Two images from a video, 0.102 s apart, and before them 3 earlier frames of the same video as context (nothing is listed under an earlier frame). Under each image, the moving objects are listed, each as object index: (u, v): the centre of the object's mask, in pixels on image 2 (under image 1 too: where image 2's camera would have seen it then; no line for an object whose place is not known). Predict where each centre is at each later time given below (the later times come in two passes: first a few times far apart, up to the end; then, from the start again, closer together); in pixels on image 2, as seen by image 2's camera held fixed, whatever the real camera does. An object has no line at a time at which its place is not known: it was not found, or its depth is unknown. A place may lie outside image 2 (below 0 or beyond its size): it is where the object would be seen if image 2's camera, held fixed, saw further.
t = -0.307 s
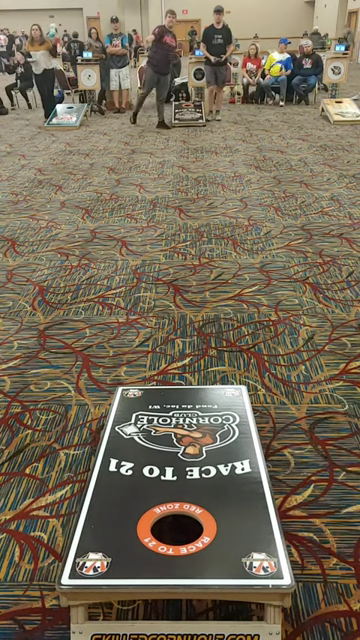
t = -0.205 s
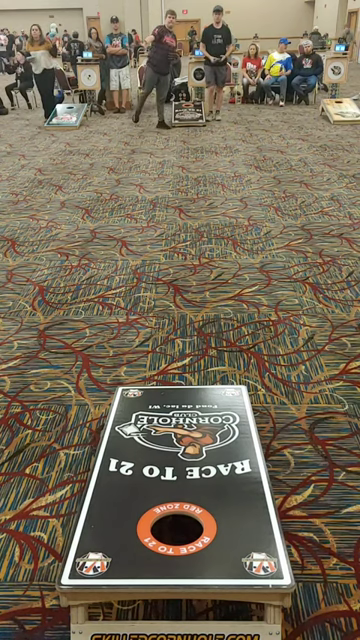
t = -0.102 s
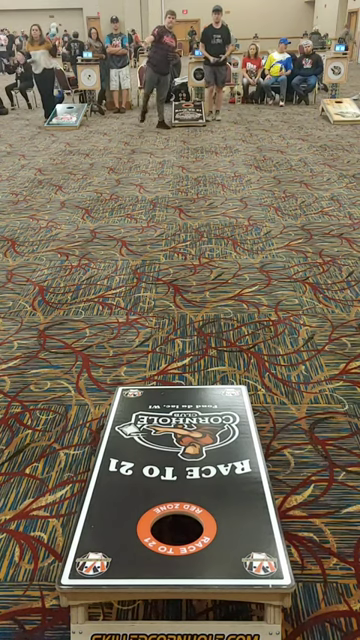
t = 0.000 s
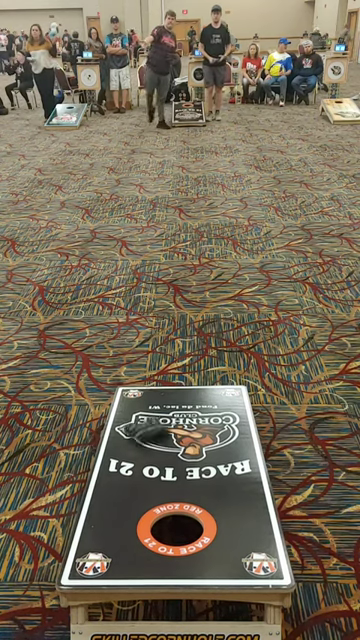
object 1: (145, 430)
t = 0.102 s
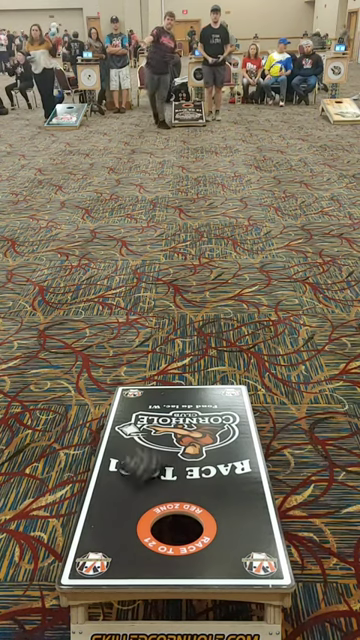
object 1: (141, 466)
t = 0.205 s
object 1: (140, 501)
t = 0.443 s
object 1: (148, 552)
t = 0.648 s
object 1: (150, 552)
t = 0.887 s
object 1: (150, 552)
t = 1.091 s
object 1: (150, 552)
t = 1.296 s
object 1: (150, 552)
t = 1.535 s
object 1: (150, 552)
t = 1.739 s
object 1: (150, 552)
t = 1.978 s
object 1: (150, 552)
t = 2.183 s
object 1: (150, 552)
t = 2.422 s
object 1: (150, 552)
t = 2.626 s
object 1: (150, 552)
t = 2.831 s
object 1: (150, 552)
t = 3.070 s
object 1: (150, 552)
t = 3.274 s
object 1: (150, 552)
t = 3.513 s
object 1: (150, 552)
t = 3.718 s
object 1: (150, 552)
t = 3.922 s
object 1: (150, 552)
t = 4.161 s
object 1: (150, 552)
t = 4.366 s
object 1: (150, 552)
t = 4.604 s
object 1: (150, 552)
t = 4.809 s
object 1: (150, 552)
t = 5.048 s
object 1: (150, 552)
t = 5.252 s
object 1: (150, 552)
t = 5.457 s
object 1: (150, 552)
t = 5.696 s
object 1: (149, 554)
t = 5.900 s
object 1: (149, 554)
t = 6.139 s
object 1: (149, 554)
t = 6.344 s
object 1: (149, 554)
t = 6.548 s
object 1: (149, 554)
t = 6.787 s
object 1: (149, 554)
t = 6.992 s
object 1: (149, 554)
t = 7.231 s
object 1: (149, 554)
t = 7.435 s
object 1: (149, 554)
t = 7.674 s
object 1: (149, 554)
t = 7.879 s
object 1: (149, 554)
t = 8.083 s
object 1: (149, 554)
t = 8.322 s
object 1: (149, 554)
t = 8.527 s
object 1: (149, 554)
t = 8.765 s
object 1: (149, 554)
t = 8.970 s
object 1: (149, 554)
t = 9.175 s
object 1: (149, 554)
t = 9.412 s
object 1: (148, 554)
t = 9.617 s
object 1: (147, 555)
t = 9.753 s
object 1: (147, 555)
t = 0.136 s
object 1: (143, 479)
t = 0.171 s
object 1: (142, 492)
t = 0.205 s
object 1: (140, 501)
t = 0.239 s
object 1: (139, 513)
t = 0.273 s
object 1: (139, 524)
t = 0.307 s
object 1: (139, 534)
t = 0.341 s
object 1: (141, 541)
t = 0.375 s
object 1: (144, 546)
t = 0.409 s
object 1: (146, 550)
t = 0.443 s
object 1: (148, 552)
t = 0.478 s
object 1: (149, 553)
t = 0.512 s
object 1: (150, 553)
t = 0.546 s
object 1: (150, 552)
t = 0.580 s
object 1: (150, 552)
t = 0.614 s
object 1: (150, 552)
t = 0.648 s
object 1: (150, 552)
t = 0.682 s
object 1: (150, 552)
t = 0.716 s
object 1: (150, 552)
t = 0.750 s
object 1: (150, 552)
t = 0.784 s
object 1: (150, 552)
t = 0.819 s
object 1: (150, 552)
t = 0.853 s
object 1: (150, 552)
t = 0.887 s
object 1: (150, 552)
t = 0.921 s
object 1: (150, 552)
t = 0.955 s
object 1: (150, 552)
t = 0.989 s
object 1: (150, 552)
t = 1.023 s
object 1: (150, 552)
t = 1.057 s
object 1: (150, 552)
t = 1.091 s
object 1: (150, 552)
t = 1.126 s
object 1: (150, 552)
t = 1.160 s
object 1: (150, 552)
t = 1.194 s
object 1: (150, 552)
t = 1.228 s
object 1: (150, 552)
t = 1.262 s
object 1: (150, 552)
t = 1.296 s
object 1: (150, 552)
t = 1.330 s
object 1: (150, 552)
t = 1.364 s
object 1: (150, 552)
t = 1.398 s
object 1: (150, 552)
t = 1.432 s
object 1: (150, 552)
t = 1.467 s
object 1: (150, 552)
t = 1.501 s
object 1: (150, 552)
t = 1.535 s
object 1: (150, 552)
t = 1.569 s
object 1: (150, 552)
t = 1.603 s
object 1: (150, 552)
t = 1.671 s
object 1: (150, 552)
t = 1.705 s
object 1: (150, 552)
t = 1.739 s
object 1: (150, 552)
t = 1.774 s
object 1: (150, 552)
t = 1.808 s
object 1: (150, 552)
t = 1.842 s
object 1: (150, 552)
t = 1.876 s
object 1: (150, 552)
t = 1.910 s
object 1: (150, 552)
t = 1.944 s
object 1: (150, 552)
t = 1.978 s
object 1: (150, 552)
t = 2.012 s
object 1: (150, 552)
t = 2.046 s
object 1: (150, 552)
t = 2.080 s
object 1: (150, 552)
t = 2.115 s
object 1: (150, 552)
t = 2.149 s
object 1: (150, 552)
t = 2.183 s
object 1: (150, 552)
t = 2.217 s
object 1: (150, 552)
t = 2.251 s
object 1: (150, 552)
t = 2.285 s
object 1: (150, 552)
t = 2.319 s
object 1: (150, 552)
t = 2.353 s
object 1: (150, 552)
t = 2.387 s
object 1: (150, 552)
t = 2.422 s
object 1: (150, 552)
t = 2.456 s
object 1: (150, 552)
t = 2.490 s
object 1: (150, 552)
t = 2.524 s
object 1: (150, 552)
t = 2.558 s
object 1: (150, 552)
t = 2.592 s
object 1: (150, 552)
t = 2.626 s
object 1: (150, 552)
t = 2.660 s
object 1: (150, 552)
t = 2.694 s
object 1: (150, 552)
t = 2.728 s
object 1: (150, 552)
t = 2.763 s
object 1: (150, 552)
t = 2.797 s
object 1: (150, 552)
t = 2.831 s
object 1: (150, 552)
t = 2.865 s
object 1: (150, 552)
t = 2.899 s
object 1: (150, 552)
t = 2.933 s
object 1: (150, 552)
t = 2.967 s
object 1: (150, 552)
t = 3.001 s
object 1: (150, 552)
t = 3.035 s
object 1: (150, 552)
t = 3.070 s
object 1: (150, 552)
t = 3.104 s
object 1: (150, 552)
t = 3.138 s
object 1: (150, 552)
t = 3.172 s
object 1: (150, 552)
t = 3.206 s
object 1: (150, 552)
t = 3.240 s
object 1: (150, 552)
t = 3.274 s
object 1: (150, 552)
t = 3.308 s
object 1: (150, 552)
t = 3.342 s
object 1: (150, 552)
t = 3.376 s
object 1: (150, 552)
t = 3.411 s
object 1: (150, 552)
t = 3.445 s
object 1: (150, 552)
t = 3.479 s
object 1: (150, 552)
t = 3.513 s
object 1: (150, 552)
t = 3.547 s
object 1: (150, 552)
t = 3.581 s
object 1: (150, 552)
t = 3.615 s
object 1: (150, 552)
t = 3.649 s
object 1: (150, 552)
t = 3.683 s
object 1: (150, 552)
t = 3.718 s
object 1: (150, 552)
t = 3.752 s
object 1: (150, 552)
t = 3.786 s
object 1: (150, 552)
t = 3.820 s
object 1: (150, 552)
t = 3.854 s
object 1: (150, 552)
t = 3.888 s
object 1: (150, 552)
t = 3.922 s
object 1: (150, 552)
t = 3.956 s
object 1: (150, 552)
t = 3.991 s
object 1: (150, 552)
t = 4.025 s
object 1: (150, 552)
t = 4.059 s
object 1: (150, 552)
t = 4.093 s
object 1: (150, 552)
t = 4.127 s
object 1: (150, 552)
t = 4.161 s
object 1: (150, 552)
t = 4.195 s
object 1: (150, 552)
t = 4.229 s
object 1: (150, 552)
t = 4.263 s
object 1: (150, 552)
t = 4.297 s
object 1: (150, 552)
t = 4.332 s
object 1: (150, 552)
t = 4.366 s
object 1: (150, 552)
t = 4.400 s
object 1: (150, 552)
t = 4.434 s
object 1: (150, 552)
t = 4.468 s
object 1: (150, 552)
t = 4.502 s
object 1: (150, 552)
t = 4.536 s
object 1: (150, 552)
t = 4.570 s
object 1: (150, 552)
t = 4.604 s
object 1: (150, 552)
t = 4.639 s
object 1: (150, 552)
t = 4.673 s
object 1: (150, 552)
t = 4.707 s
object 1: (150, 552)
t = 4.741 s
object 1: (150, 552)
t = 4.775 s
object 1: (150, 552)
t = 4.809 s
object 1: (150, 552)
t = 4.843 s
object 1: (150, 552)
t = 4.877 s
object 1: (150, 552)
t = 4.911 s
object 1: (150, 552)
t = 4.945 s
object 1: (150, 552)
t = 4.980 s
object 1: (150, 552)
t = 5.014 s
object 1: (150, 552)
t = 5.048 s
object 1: (150, 552)
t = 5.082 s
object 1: (150, 552)
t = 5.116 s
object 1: (150, 552)
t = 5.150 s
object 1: (150, 552)
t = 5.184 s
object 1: (150, 552)
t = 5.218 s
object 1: (150, 552)
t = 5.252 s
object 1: (150, 552)
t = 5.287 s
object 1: (150, 552)
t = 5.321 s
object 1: (150, 552)
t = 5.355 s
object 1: (150, 553)
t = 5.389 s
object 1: (150, 552)
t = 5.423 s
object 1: (150, 552)
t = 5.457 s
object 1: (150, 552)
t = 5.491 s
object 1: (150, 552)
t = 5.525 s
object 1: (150, 552)
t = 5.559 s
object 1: (150, 552)
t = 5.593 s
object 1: (150, 552)
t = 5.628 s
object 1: (150, 552)
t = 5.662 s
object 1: (150, 552)
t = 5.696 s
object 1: (149, 554)
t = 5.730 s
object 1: (149, 554)
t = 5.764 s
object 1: (149, 554)
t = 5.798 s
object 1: (149, 554)
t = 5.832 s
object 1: (149, 554)
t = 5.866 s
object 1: (149, 554)
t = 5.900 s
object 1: (149, 554)
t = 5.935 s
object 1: (151, 553)
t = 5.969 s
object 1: (149, 554)
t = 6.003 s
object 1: (149, 554)
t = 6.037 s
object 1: (149, 554)
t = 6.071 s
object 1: (149, 554)
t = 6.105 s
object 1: (149, 554)
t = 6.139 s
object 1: (149, 554)
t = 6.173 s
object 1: (149, 554)
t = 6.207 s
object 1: (149, 554)
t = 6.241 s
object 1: (149, 554)
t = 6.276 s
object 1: (149, 554)
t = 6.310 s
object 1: (149, 554)
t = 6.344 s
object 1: (149, 554)
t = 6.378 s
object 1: (149, 554)
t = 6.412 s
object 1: (149, 554)
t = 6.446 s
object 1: (149, 554)
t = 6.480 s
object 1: (149, 554)
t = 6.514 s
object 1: (149, 554)
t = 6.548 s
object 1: (149, 554)
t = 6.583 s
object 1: (149, 554)
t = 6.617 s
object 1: (149, 554)
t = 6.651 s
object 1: (149, 554)
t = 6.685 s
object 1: (149, 554)
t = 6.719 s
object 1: (149, 554)
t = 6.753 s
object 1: (149, 554)
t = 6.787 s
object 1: (149, 554)
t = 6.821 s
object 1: (149, 554)
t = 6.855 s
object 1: (149, 554)
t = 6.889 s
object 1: (149, 554)
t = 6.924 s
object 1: (149, 554)
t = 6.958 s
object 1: (149, 554)
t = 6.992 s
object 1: (149, 554)
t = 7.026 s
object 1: (149, 554)
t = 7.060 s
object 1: (149, 554)
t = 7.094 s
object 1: (149, 554)
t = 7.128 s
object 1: (149, 554)
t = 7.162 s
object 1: (149, 554)
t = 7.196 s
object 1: (149, 554)
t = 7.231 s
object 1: (149, 554)
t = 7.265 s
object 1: (149, 554)
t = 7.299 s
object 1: (149, 554)
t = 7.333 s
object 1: (149, 554)
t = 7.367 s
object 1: (149, 554)
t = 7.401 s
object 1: (149, 554)
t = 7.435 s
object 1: (149, 554)
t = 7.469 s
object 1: (149, 554)
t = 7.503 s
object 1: (149, 554)
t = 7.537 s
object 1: (149, 554)
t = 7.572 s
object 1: (149, 554)
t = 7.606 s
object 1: (149, 554)
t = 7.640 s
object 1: (149, 554)
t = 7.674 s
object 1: (149, 554)
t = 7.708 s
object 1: (149, 554)
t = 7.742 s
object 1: (149, 554)
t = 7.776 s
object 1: (149, 554)
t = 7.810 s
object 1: (149, 554)
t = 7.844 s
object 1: (149, 554)
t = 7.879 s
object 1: (149, 554)
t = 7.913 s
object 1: (149, 554)
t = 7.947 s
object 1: (149, 554)
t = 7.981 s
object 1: (149, 554)
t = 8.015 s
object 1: (149, 554)
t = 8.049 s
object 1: (149, 554)
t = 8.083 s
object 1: (149, 554)
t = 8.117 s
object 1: (149, 554)
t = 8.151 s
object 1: (149, 554)
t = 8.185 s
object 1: (149, 554)
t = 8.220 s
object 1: (149, 554)
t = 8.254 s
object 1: (149, 554)
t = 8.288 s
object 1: (149, 554)
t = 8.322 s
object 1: (149, 554)
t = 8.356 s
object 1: (149, 554)
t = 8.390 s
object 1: (149, 554)
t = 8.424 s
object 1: (149, 554)
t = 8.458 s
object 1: (149, 554)
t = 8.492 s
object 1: (149, 554)
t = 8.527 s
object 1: (149, 554)
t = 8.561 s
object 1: (149, 554)
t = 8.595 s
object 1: (149, 554)
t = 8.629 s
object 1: (149, 554)
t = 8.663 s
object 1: (149, 554)
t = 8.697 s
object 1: (149, 554)
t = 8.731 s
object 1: (149, 554)
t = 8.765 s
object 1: (149, 554)
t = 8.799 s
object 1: (149, 554)
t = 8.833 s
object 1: (149, 554)
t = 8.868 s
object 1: (149, 554)
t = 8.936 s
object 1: (149, 554)
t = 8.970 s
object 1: (149, 554)
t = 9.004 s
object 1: (149, 554)
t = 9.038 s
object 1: (149, 554)
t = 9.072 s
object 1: (149, 554)
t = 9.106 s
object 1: (149, 554)
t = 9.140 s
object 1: (149, 554)
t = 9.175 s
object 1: (149, 554)
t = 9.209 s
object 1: (149, 554)
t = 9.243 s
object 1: (149, 554)
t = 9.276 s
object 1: (149, 554)
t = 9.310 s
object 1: (149, 554)
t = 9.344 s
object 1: (149, 554)
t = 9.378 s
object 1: (149, 554)
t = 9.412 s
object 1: (148, 554)
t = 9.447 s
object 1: (147, 555)
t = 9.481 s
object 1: (147, 555)
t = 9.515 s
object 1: (147, 555)
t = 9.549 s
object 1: (147, 555)
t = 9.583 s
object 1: (147, 555)
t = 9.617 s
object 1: (147, 555)
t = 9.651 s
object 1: (148, 555)
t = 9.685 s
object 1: (147, 555)
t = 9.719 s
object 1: (147, 555)
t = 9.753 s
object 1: (147, 555)
